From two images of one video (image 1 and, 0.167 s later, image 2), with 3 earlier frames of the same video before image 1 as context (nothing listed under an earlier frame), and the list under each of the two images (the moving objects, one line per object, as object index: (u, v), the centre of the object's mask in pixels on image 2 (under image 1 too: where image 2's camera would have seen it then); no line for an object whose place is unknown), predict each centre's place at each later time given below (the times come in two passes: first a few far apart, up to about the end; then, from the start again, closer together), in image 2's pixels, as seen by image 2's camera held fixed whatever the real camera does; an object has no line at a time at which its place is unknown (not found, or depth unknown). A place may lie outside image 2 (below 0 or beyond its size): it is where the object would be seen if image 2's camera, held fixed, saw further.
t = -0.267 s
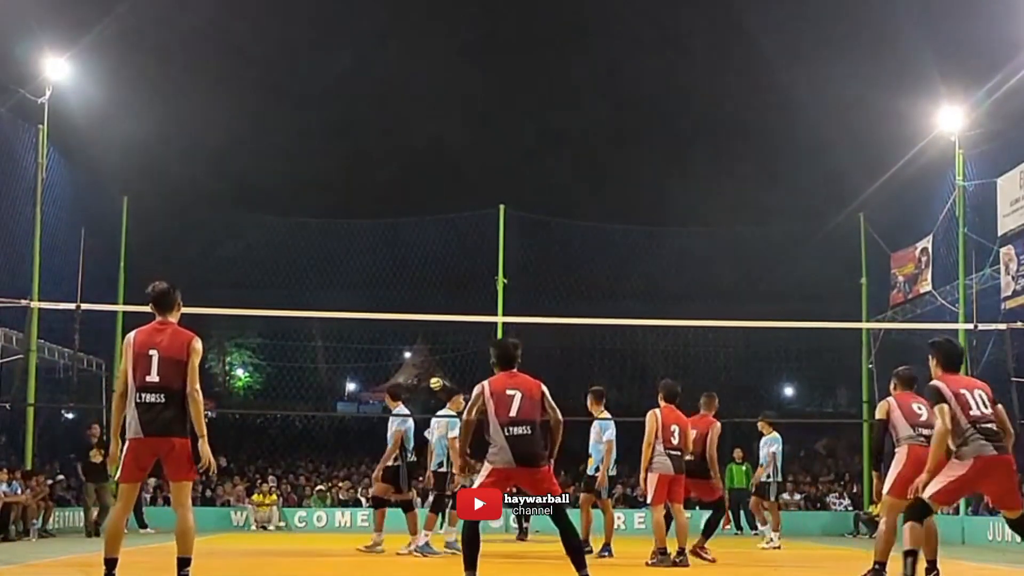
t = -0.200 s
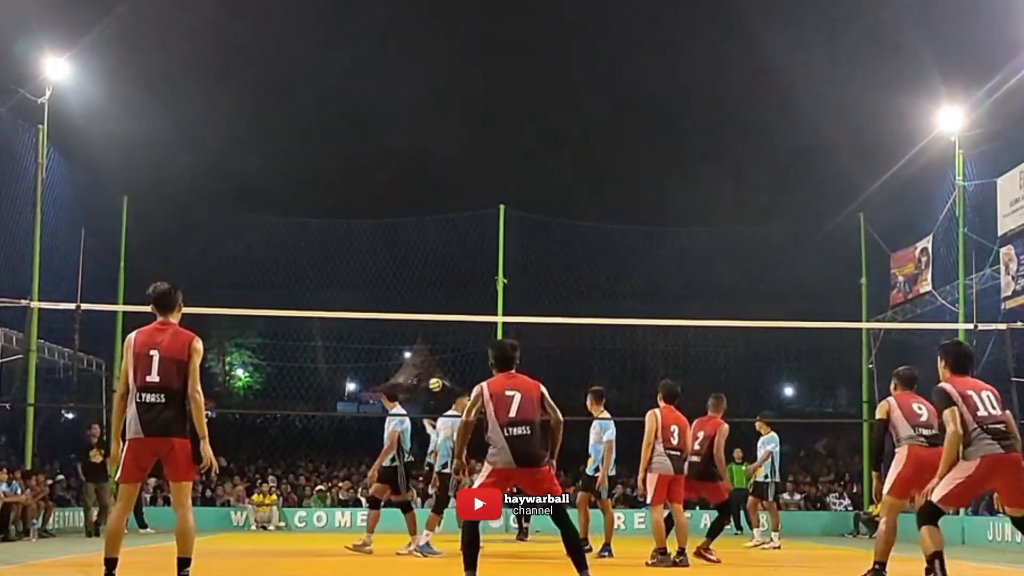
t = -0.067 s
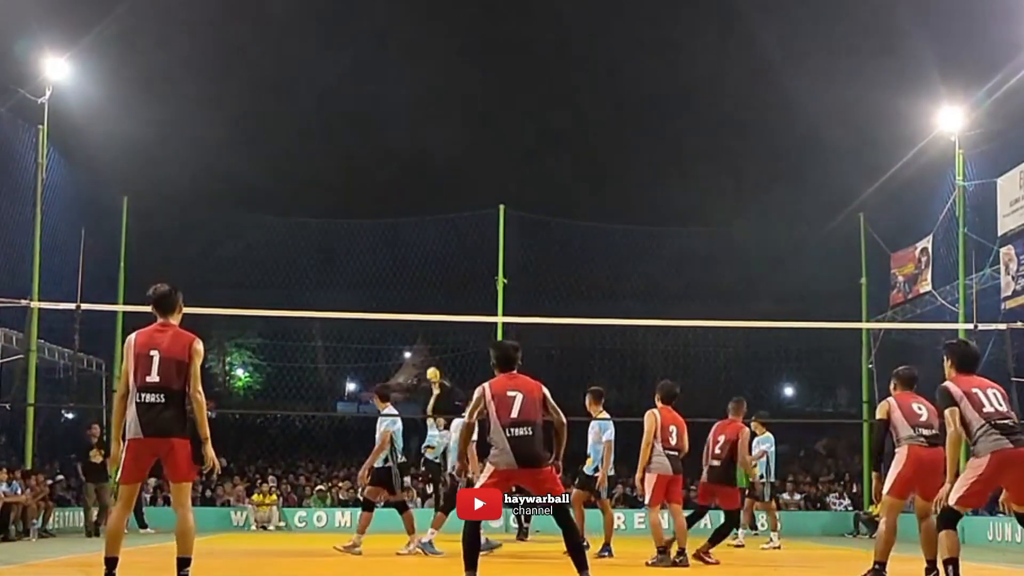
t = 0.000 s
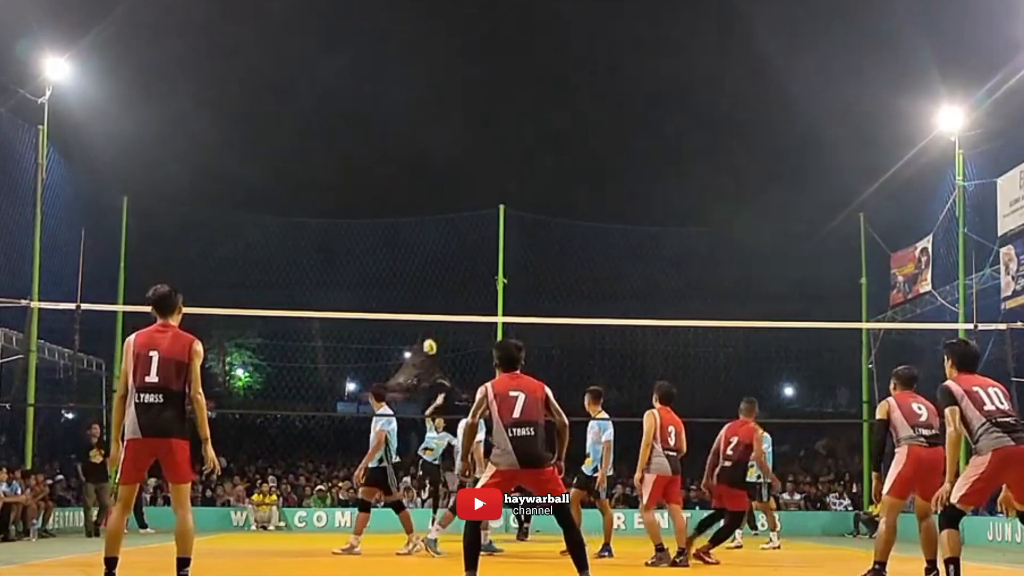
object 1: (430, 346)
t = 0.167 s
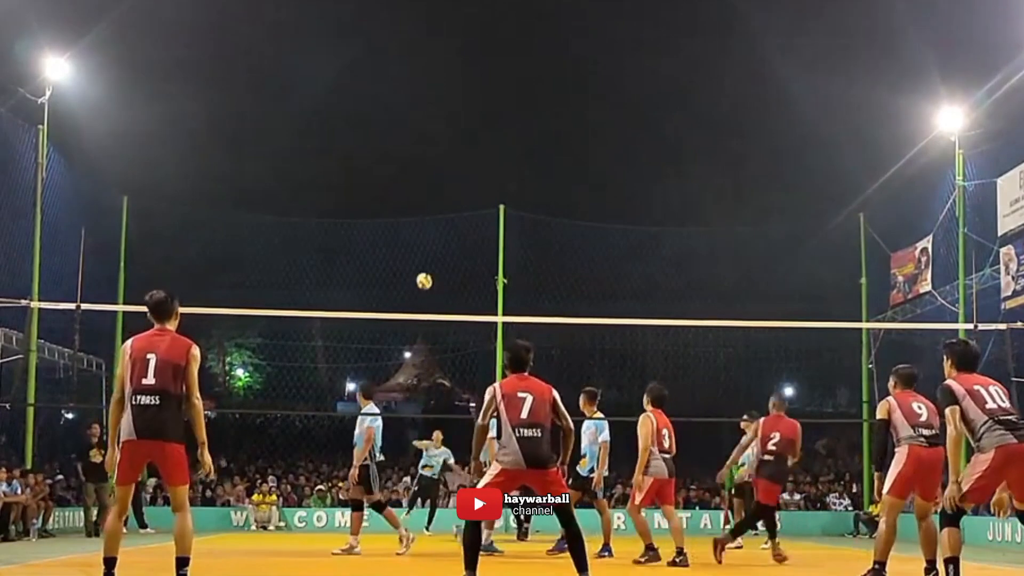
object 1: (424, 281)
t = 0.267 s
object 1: (422, 245)
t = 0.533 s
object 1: (413, 168)
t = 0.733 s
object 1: (403, 139)
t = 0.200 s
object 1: (423, 269)
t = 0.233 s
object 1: (423, 257)
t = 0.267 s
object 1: (422, 245)
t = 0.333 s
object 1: (421, 222)
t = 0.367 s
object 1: (420, 212)
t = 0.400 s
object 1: (419, 202)
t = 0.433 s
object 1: (418, 192)
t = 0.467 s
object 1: (417, 183)
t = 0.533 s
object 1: (413, 168)
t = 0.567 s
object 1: (411, 161)
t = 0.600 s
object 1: (410, 155)
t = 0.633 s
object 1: (408, 149)
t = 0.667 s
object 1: (406, 145)
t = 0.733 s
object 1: (403, 139)
